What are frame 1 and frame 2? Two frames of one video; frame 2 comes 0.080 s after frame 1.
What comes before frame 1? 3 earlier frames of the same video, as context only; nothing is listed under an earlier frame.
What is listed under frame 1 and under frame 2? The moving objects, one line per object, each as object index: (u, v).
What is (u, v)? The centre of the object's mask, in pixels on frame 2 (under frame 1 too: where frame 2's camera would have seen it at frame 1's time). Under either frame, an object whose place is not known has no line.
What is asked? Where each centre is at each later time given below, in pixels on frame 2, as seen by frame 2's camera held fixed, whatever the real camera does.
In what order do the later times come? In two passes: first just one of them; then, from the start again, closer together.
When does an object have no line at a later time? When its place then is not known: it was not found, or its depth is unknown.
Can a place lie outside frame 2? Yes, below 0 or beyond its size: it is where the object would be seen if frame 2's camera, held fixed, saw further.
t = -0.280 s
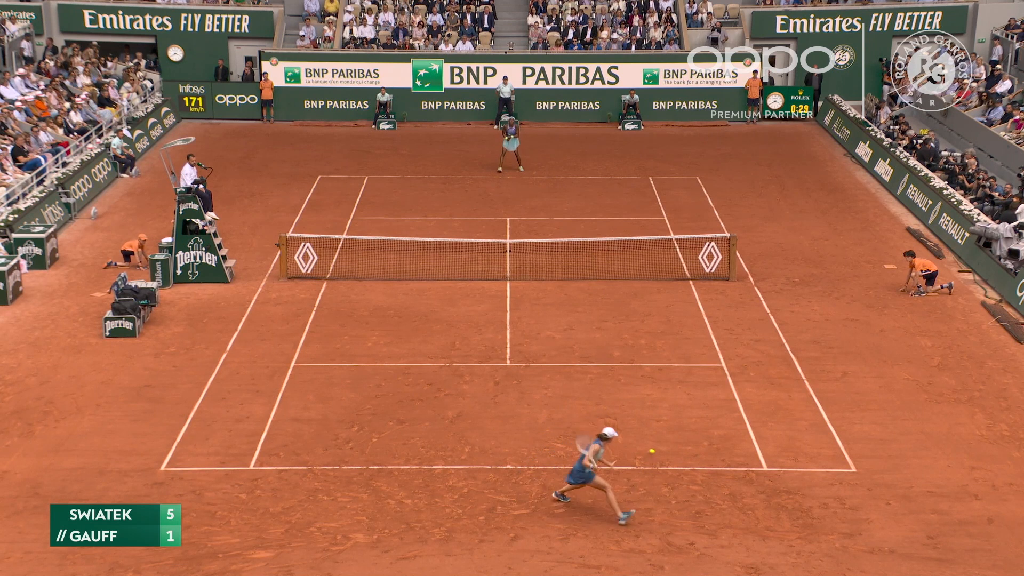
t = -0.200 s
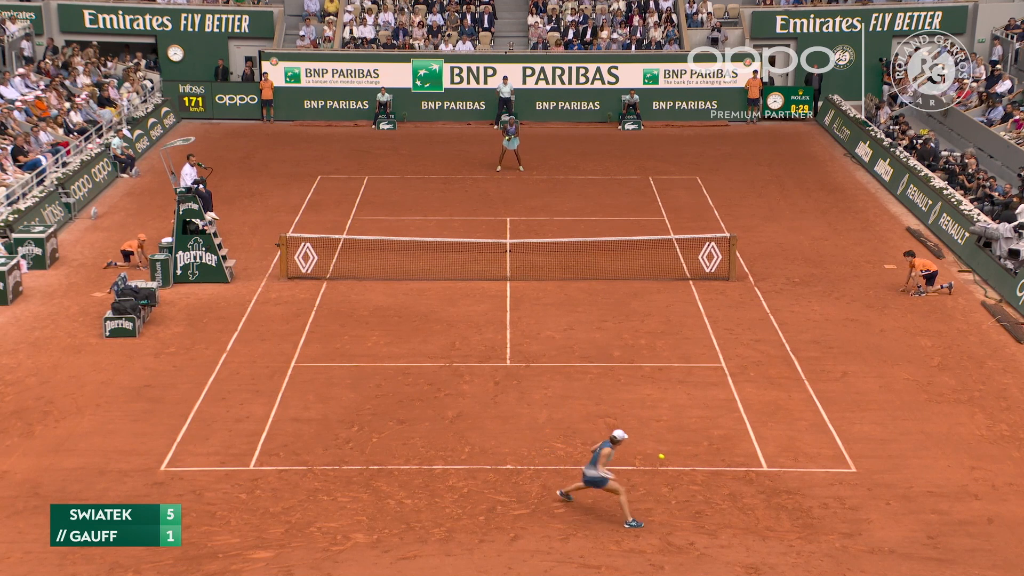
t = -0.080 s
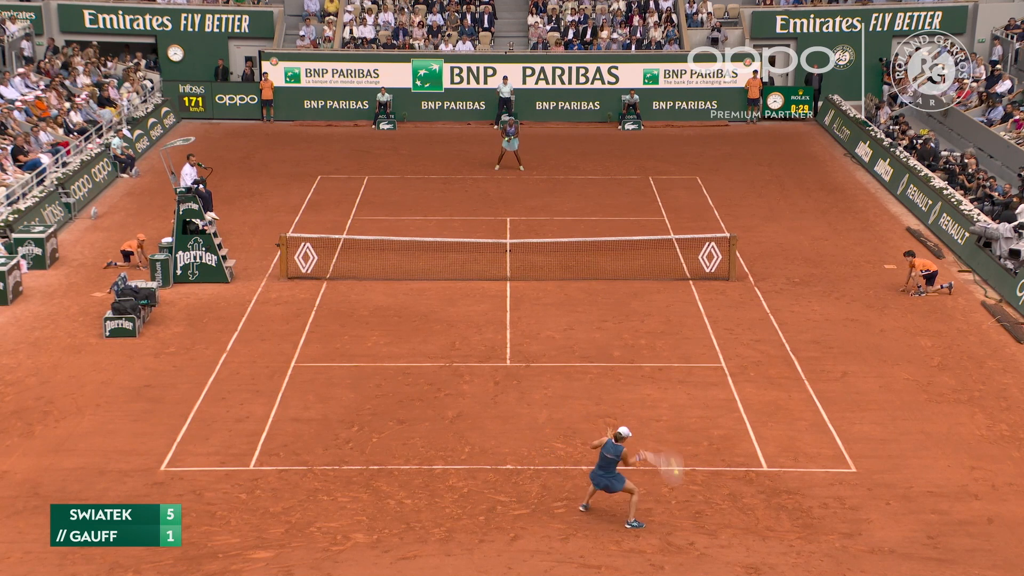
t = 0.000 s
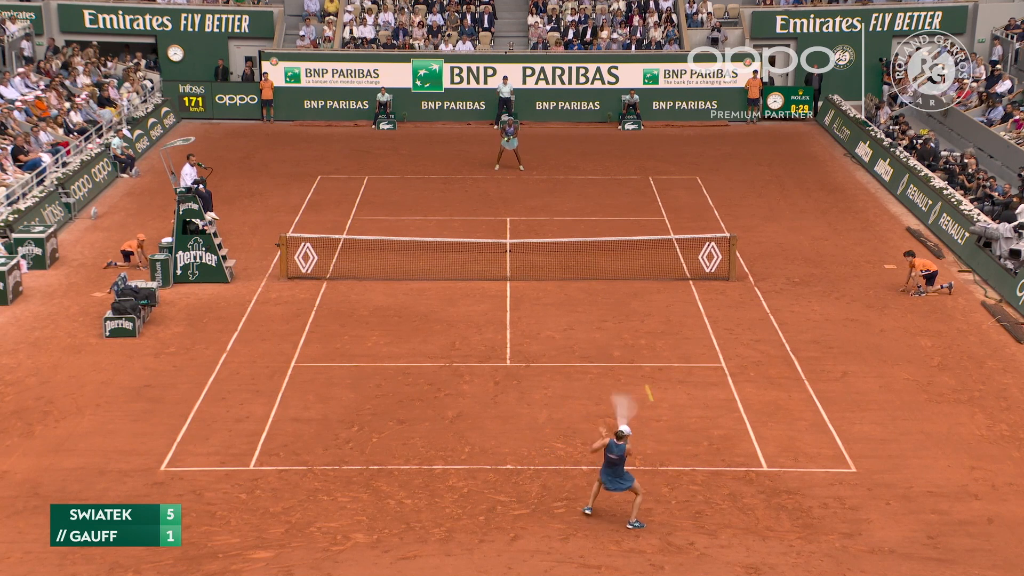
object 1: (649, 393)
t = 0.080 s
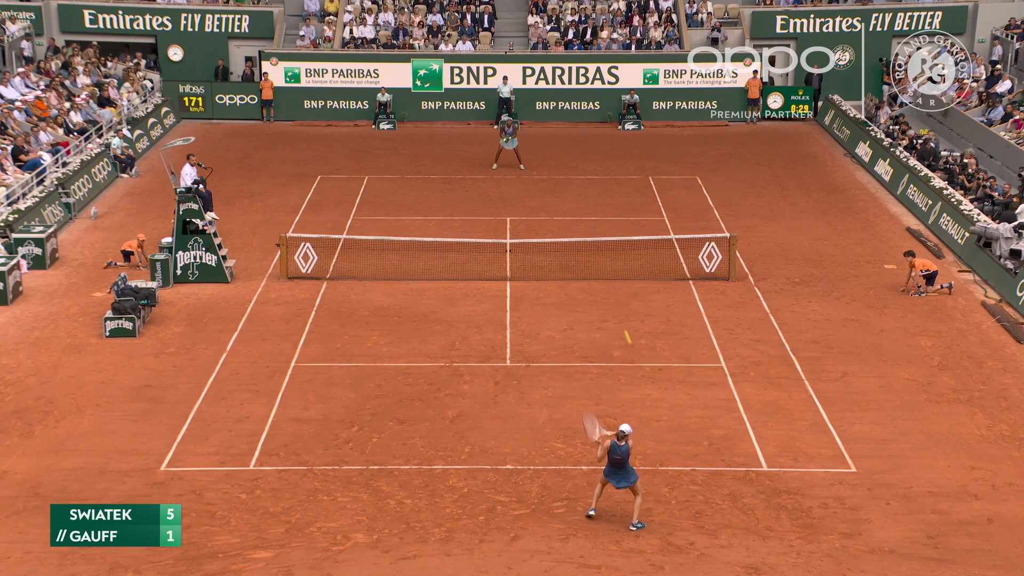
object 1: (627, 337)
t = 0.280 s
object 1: (589, 253)
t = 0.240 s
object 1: (595, 264)
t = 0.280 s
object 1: (589, 253)
